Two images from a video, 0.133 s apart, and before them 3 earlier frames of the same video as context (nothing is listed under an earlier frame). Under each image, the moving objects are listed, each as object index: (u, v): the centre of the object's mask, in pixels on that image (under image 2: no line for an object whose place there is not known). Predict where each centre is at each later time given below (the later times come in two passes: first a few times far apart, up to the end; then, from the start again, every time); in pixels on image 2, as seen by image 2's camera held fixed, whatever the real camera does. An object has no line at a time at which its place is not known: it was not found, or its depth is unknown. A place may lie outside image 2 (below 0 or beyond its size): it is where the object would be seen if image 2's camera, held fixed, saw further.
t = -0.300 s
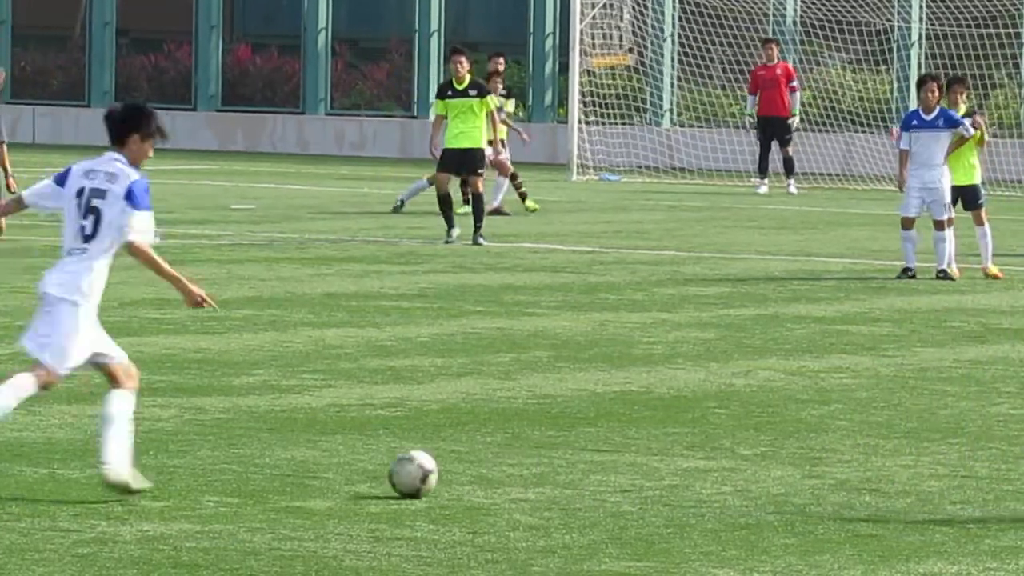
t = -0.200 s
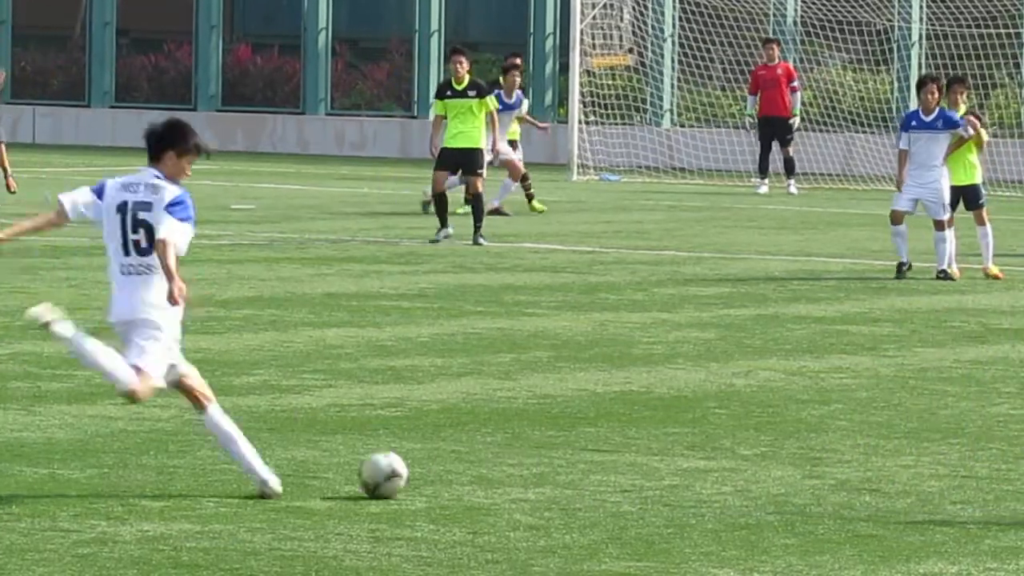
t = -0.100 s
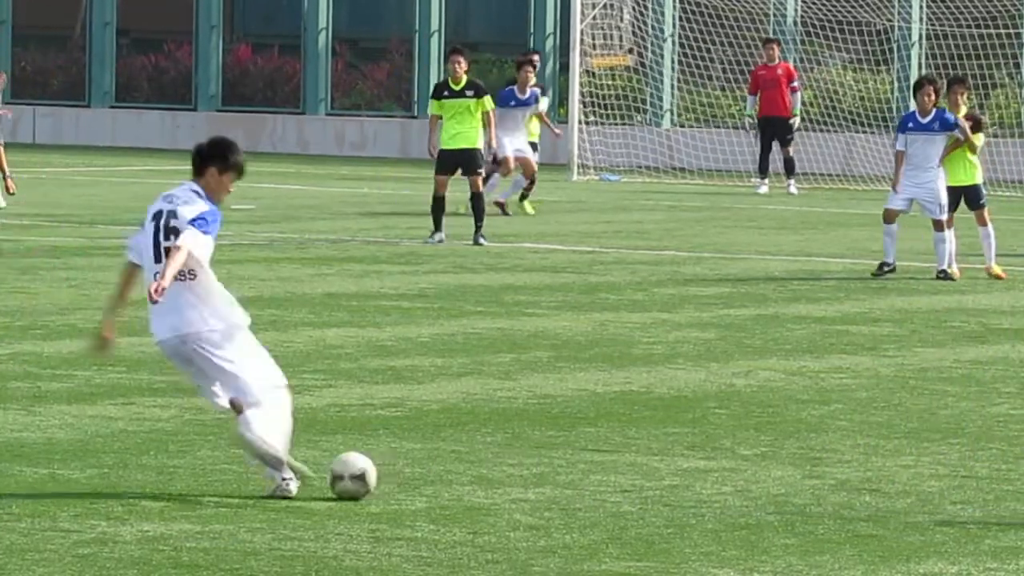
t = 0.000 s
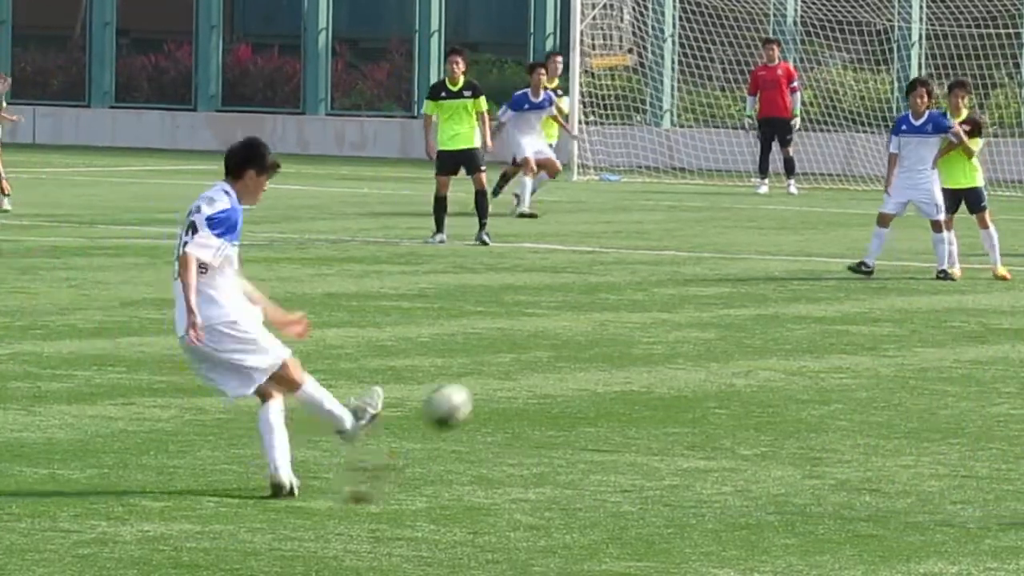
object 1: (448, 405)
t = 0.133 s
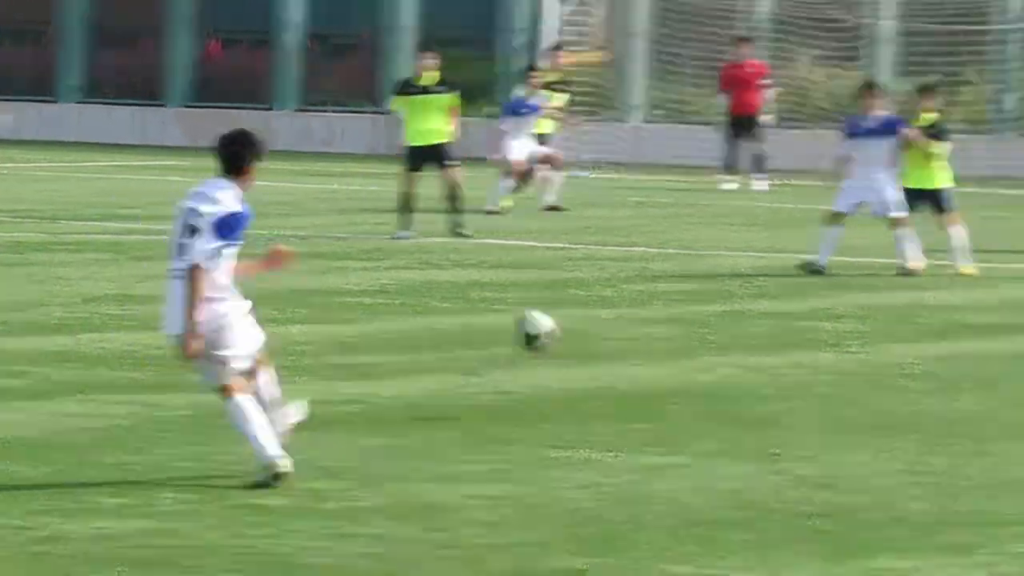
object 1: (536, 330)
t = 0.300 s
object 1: (623, 304)
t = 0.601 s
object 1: (670, 279)
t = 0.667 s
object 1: (671, 276)
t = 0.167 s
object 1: (559, 321)
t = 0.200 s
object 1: (578, 313)
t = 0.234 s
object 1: (596, 307)
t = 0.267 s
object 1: (613, 305)
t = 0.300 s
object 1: (623, 304)
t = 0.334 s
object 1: (634, 305)
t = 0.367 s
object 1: (643, 309)
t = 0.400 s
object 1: (651, 314)
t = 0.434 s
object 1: (657, 321)
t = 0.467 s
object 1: (662, 321)
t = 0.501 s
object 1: (665, 308)
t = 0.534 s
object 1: (667, 296)
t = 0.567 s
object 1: (668, 286)
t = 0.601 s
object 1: (670, 279)
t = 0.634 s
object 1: (670, 276)
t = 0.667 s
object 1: (671, 276)
